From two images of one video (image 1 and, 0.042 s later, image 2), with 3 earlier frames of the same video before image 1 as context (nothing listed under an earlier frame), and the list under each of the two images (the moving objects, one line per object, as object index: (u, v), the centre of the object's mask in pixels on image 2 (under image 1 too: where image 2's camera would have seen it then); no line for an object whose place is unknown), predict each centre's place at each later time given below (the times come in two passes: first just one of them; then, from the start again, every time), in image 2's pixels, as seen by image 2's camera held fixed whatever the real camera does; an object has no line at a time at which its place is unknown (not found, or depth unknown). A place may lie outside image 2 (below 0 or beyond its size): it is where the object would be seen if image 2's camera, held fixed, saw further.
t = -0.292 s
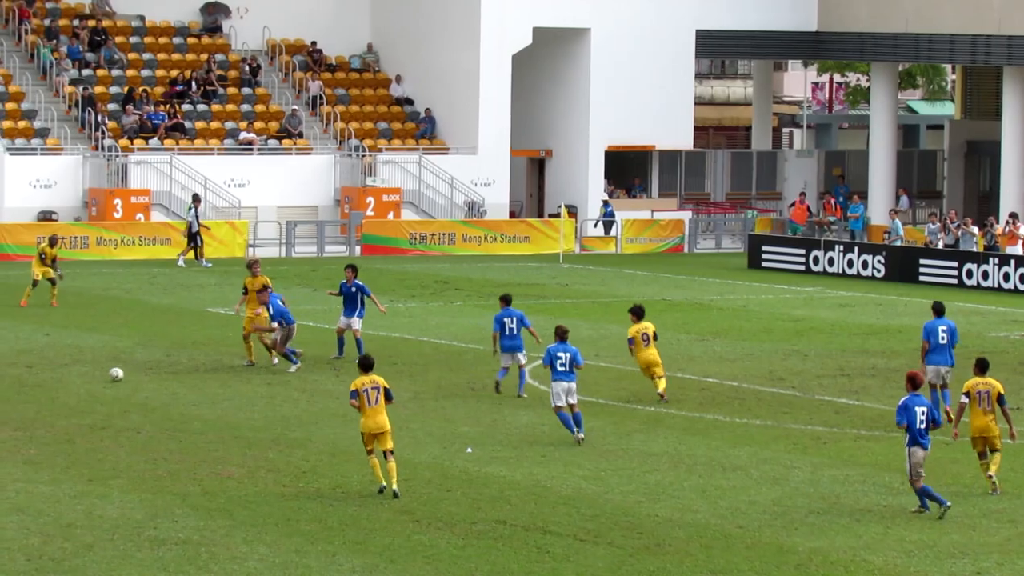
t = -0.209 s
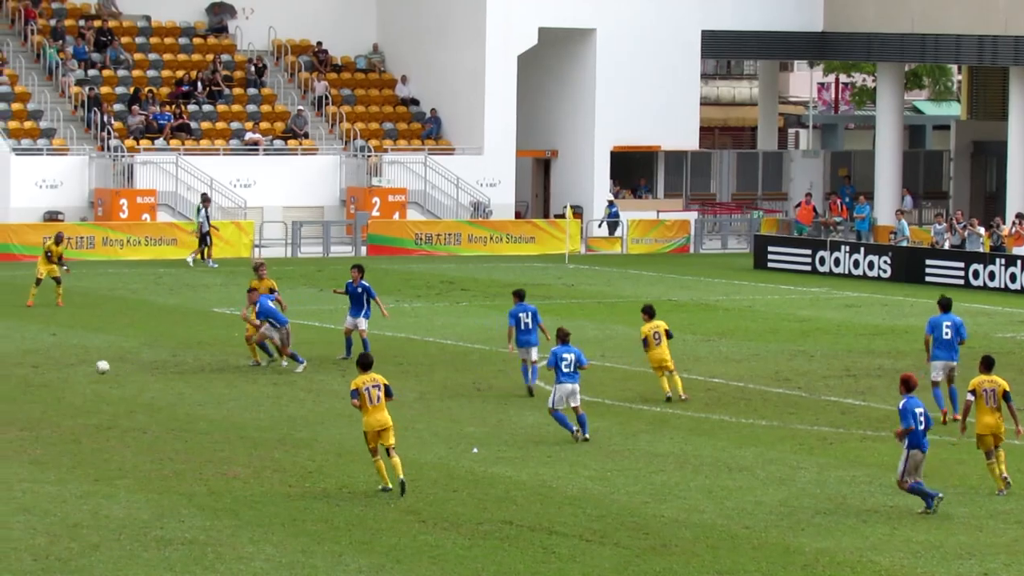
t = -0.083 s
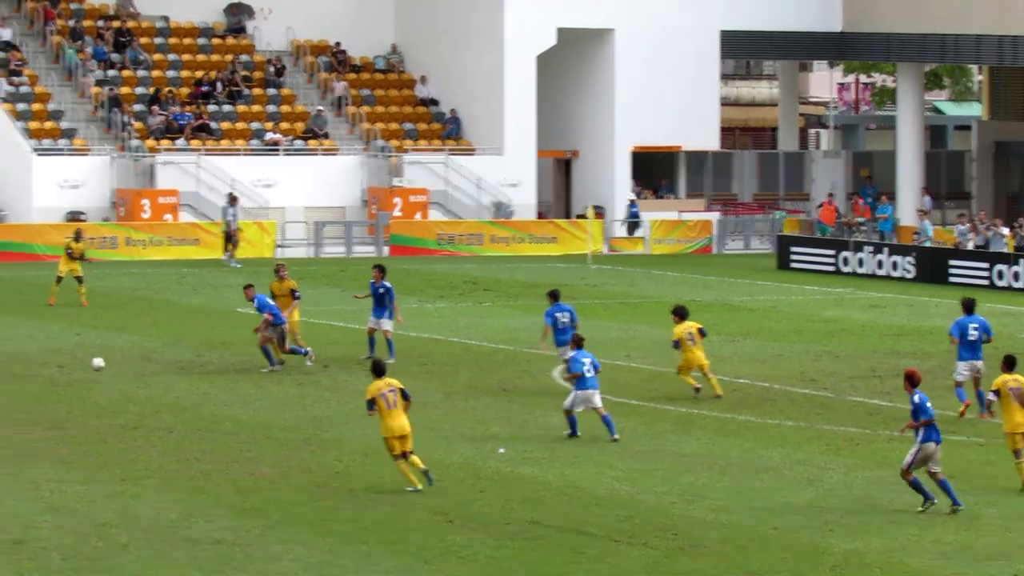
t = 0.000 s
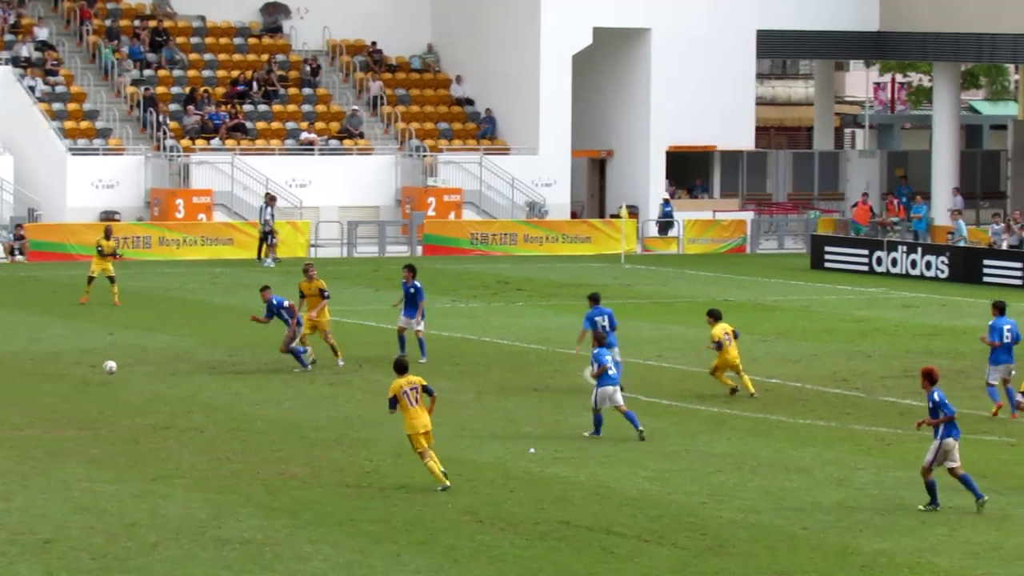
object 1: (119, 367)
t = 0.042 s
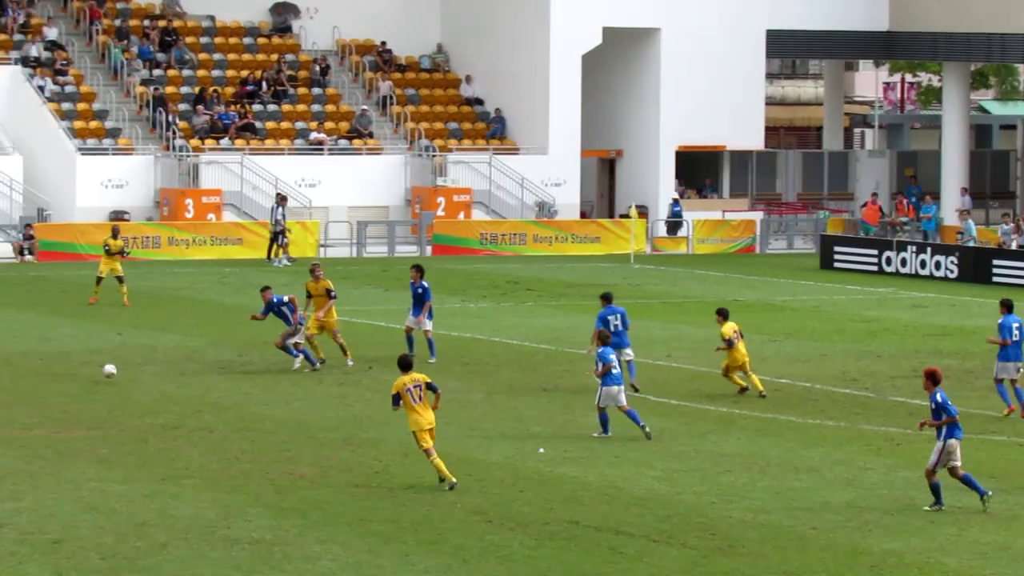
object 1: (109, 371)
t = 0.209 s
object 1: (71, 371)
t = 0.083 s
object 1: (99, 375)
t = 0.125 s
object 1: (89, 375)
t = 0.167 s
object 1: (80, 372)
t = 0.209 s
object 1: (71, 371)
